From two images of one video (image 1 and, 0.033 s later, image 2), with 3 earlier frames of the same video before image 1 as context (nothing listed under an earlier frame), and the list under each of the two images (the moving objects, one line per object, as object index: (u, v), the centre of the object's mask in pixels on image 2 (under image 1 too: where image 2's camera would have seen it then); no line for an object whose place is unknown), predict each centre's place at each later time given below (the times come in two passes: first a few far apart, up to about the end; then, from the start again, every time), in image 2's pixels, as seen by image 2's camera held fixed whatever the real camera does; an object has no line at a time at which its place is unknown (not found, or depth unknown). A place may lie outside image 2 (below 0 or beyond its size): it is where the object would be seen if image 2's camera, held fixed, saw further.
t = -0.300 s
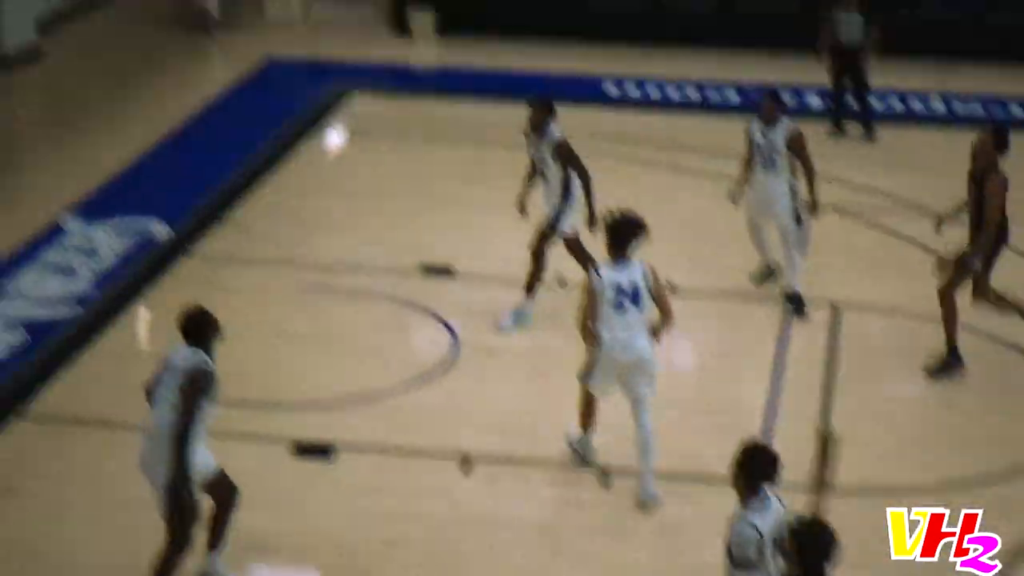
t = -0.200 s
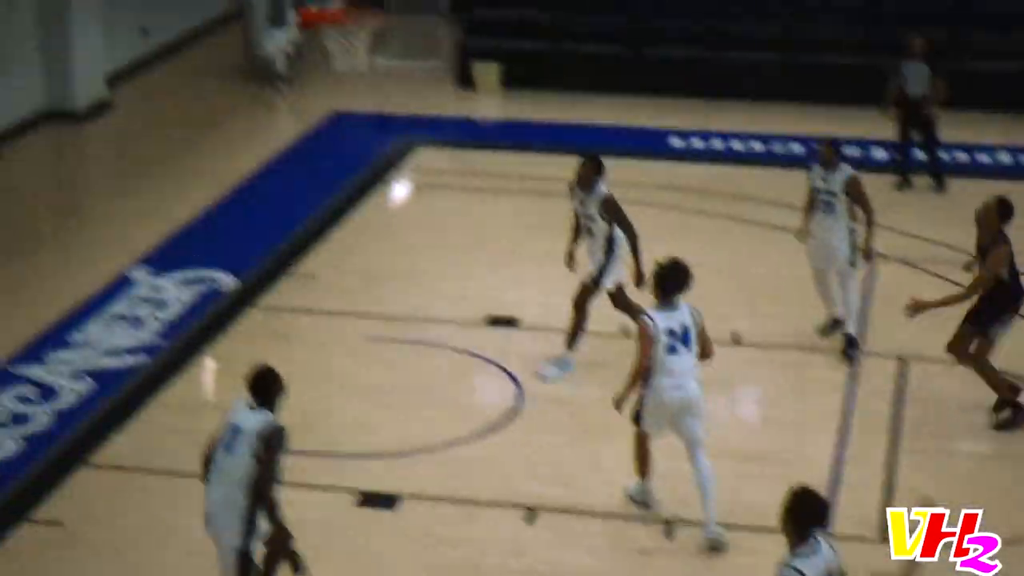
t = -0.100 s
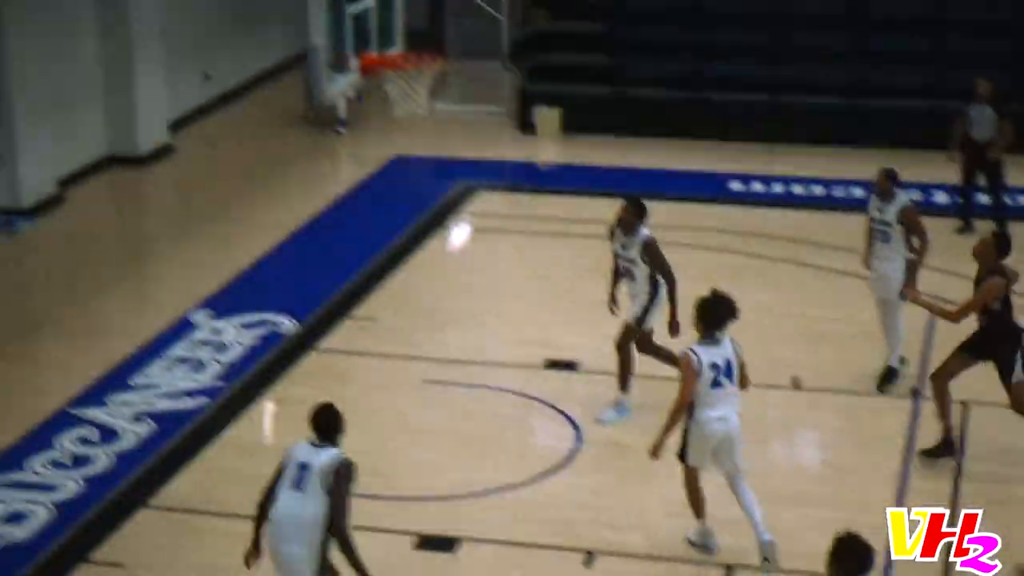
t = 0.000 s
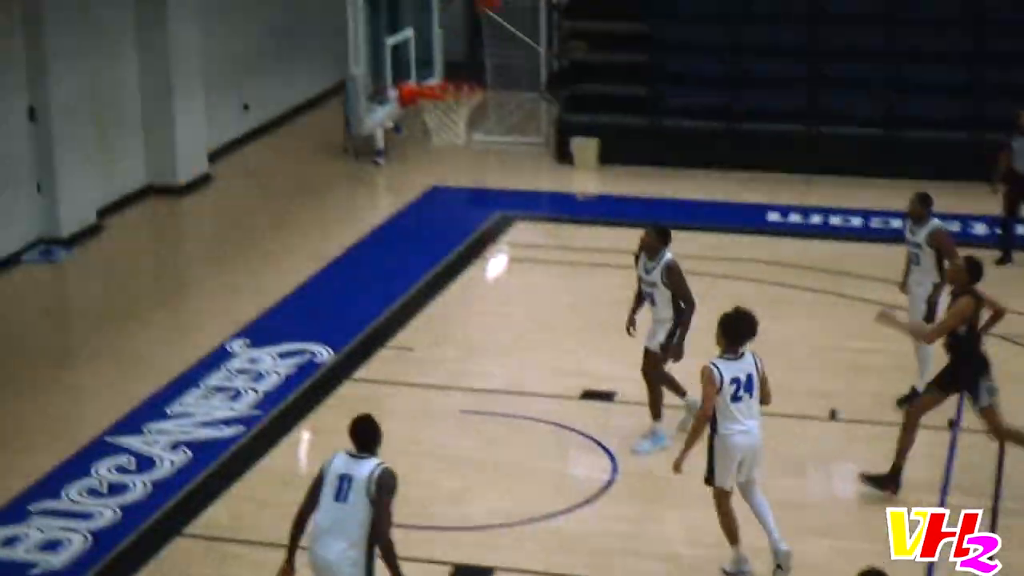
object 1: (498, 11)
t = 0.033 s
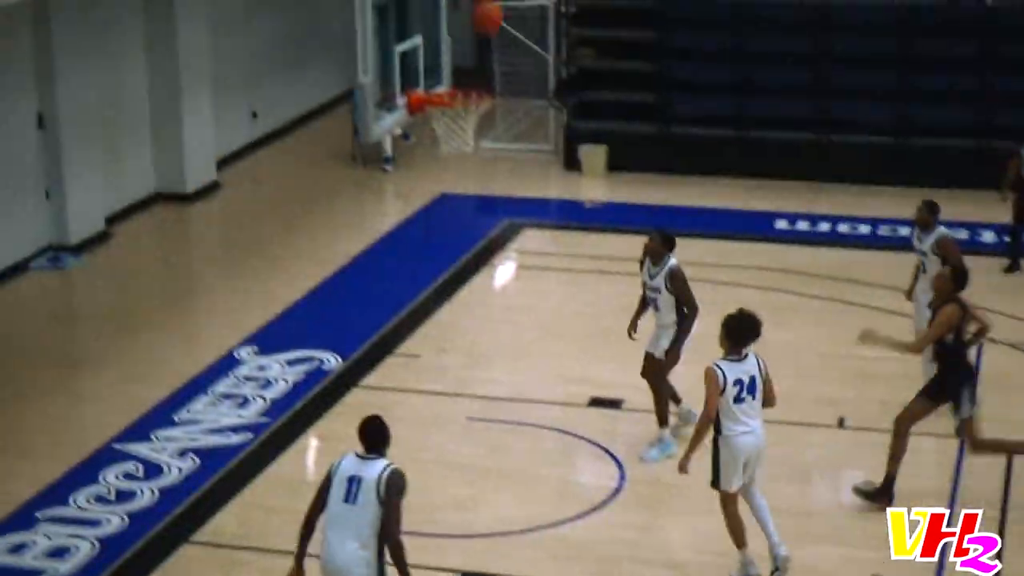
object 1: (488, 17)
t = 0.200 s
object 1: (457, 59)
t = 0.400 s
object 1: (438, -8)
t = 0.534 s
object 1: (428, -18)
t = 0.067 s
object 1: (479, 33)
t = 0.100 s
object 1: (473, 50)
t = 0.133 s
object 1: (465, 69)
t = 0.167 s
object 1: (460, 74)
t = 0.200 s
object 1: (457, 59)
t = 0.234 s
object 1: (453, 44)
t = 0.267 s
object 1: (451, 30)
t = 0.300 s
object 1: (447, 19)
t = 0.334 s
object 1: (444, 8)
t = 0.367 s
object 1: (441, -1)
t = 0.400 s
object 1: (438, -8)
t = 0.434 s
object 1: (434, -14)
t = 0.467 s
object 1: (431, -17)
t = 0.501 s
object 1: (427, -18)
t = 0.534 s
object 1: (428, -18)
